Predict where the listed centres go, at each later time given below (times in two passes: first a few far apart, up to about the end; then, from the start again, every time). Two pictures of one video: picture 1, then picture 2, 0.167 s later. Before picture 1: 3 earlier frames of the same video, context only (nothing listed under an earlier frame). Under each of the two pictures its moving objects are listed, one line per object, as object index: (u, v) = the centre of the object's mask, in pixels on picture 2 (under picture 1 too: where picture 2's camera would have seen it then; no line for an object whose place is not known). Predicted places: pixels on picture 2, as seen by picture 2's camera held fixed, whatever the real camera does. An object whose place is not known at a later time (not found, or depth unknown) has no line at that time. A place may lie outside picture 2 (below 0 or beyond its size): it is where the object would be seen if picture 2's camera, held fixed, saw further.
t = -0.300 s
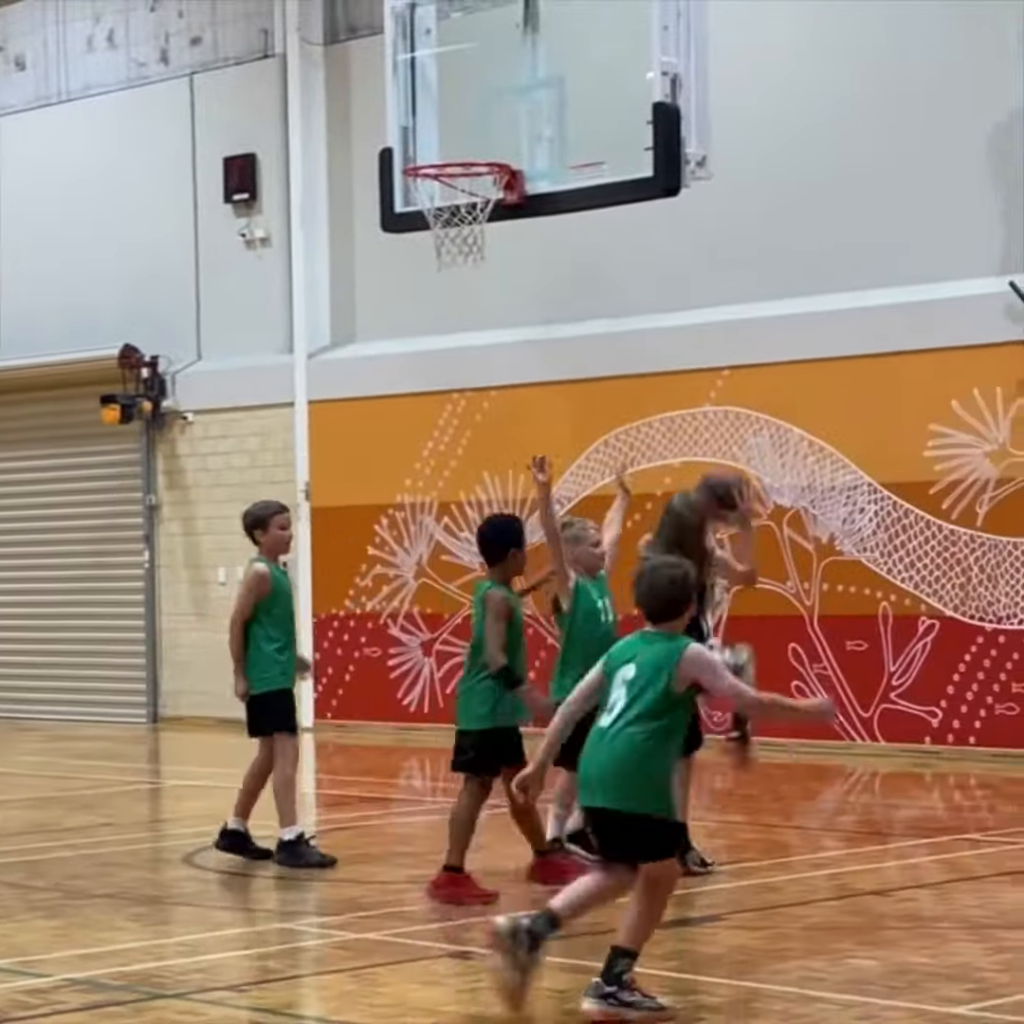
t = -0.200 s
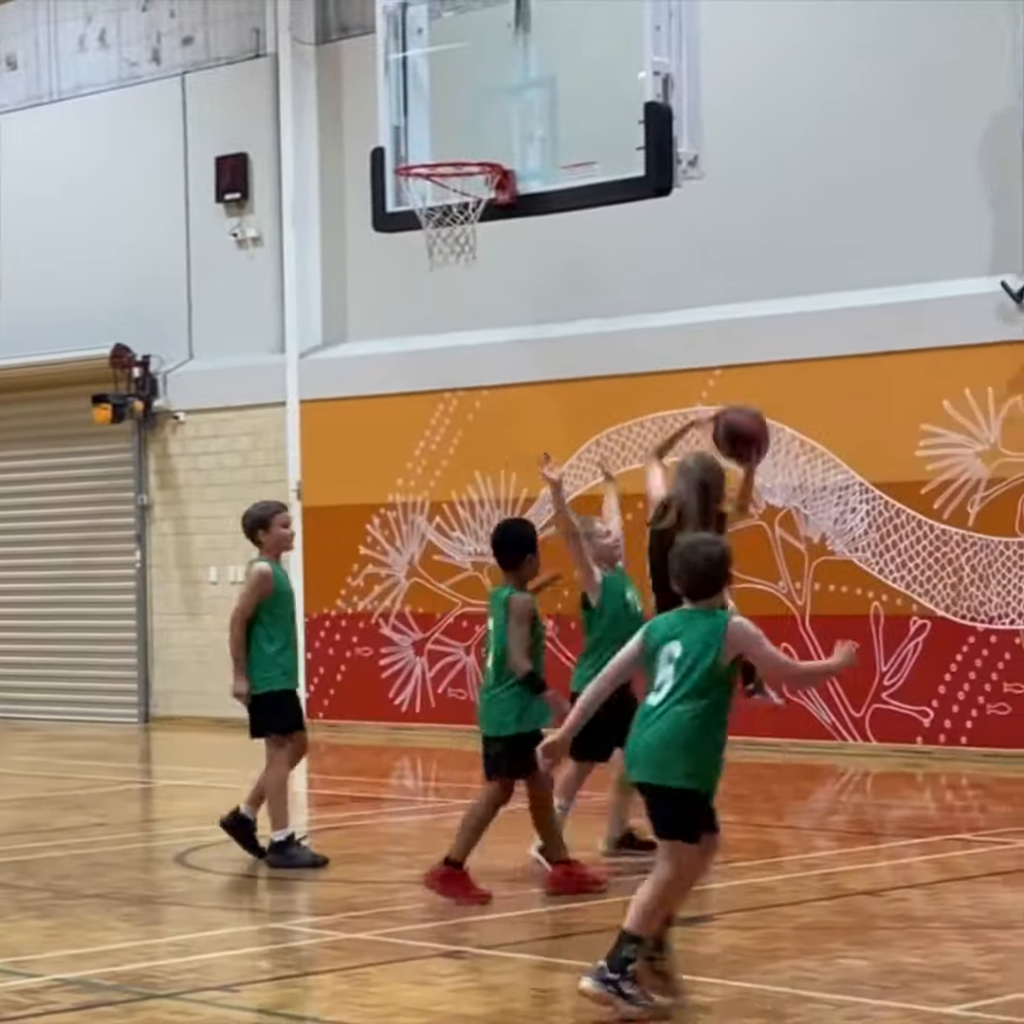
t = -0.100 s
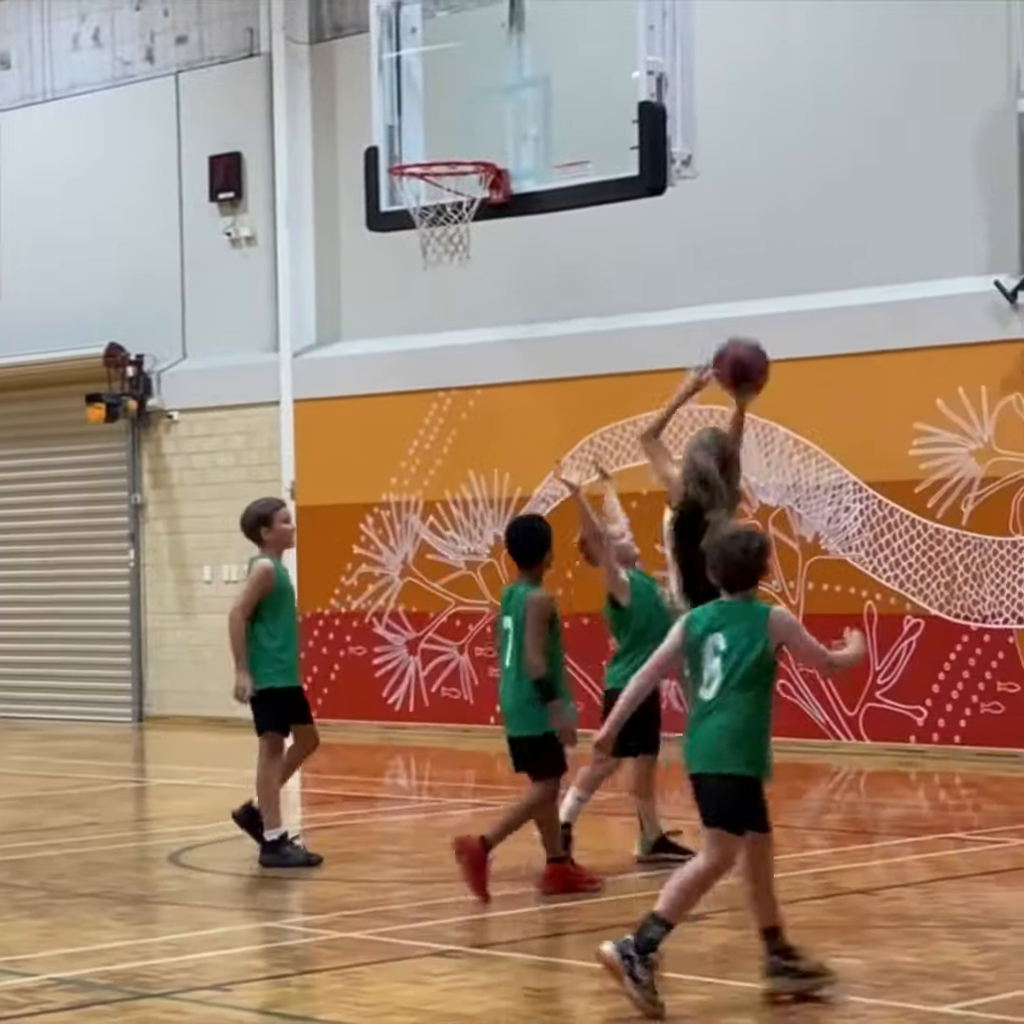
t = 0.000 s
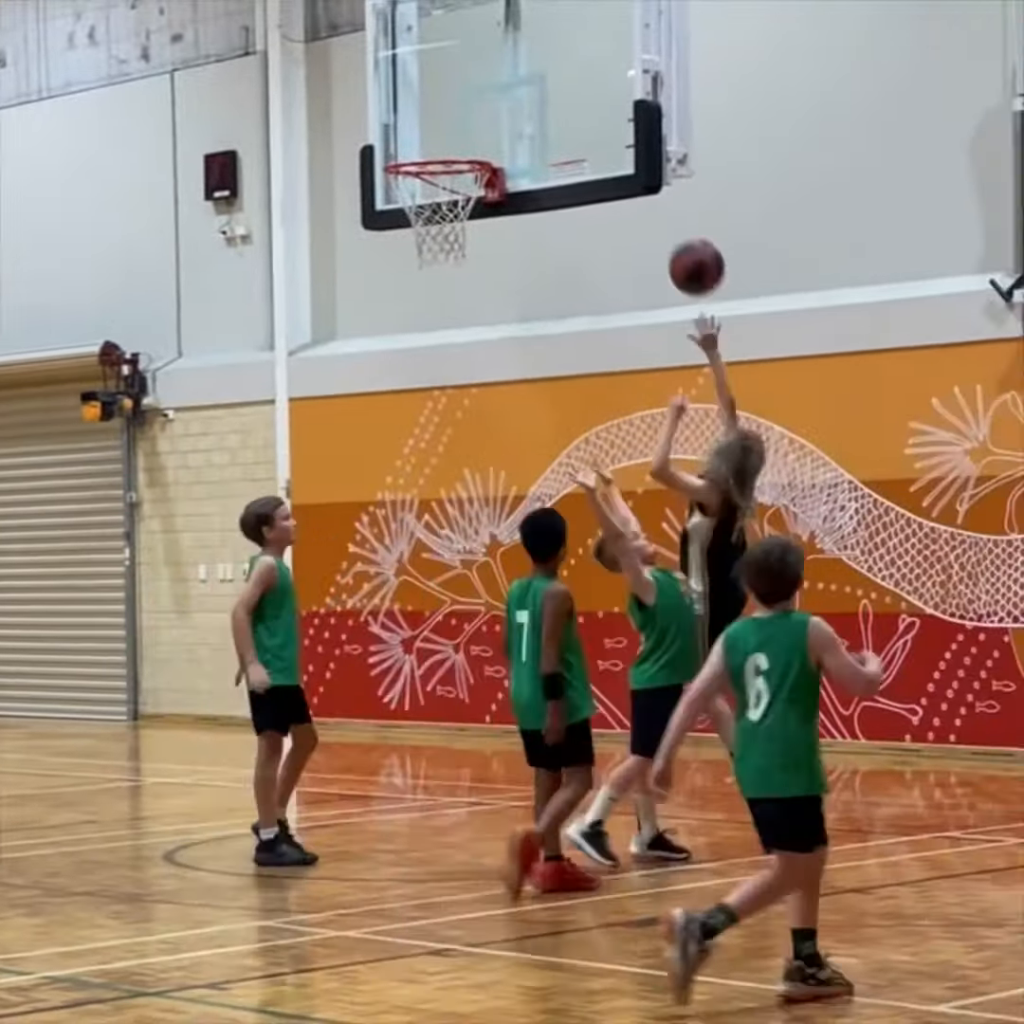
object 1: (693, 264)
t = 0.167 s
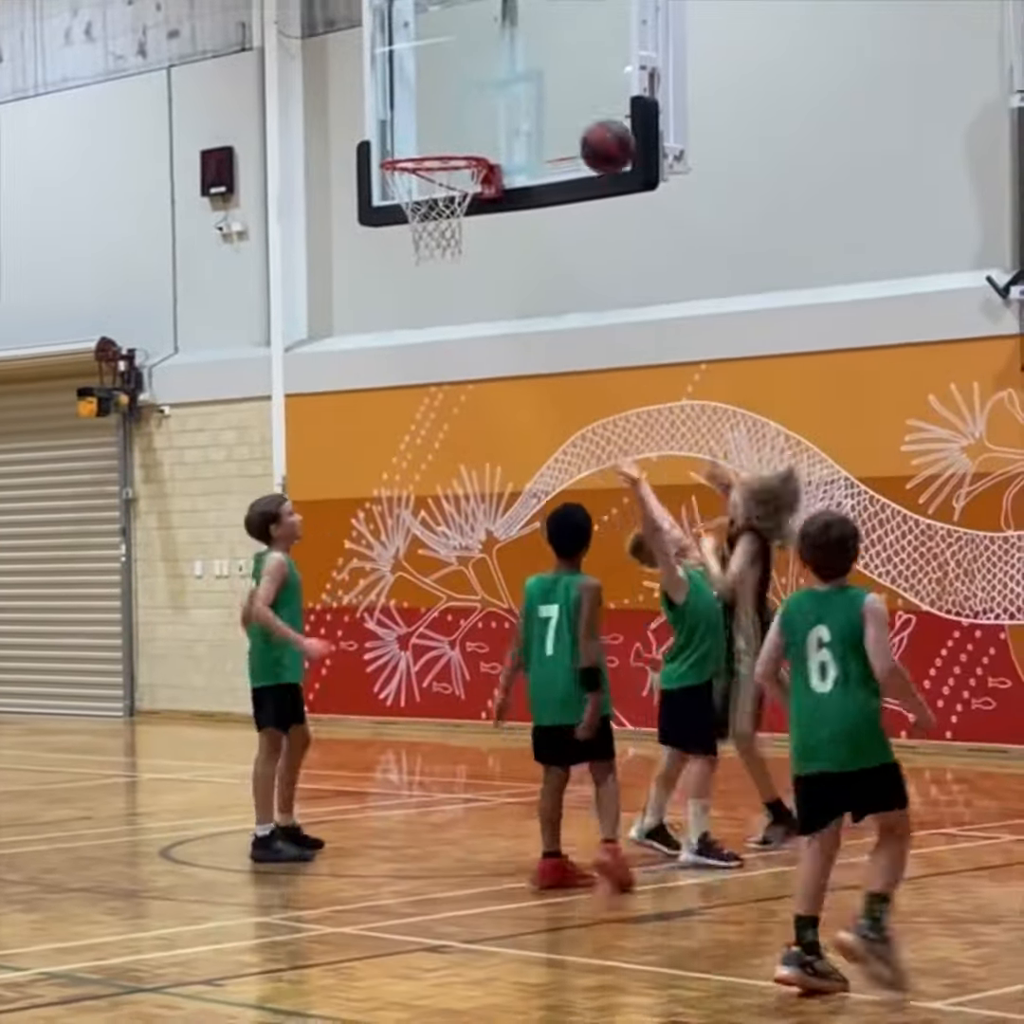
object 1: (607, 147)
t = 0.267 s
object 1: (559, 110)
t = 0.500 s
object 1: (450, 114)
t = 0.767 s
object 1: (462, 188)
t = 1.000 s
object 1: (426, 214)
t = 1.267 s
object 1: (438, 248)
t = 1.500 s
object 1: (475, 343)
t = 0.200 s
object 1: (591, 131)
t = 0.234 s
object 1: (575, 120)
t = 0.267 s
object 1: (559, 110)
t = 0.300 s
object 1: (543, 103)
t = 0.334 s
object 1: (527, 98)
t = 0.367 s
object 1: (511, 97)
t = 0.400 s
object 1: (496, 97)
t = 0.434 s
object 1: (480, 101)
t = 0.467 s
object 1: (465, 106)
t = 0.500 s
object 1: (450, 114)
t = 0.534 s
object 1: (436, 125)
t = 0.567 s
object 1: (421, 135)
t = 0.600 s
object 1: (407, 152)
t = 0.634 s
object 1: (417, 158)
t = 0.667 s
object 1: (434, 164)
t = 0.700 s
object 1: (451, 173)
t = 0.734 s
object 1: (459, 181)
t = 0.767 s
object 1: (462, 188)
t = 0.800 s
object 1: (458, 196)
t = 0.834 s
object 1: (458, 201)
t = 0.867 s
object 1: (453, 206)
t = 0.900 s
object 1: (446, 209)
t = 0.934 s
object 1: (441, 210)
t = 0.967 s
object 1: (433, 210)
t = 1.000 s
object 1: (426, 214)
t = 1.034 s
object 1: (422, 217)
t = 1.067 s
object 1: (421, 220)
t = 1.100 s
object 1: (415, 230)
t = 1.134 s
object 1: (419, 231)
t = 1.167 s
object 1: (421, 235)
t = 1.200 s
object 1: (426, 234)
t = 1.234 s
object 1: (432, 243)
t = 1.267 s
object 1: (438, 248)
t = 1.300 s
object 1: (443, 258)
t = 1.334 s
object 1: (449, 264)
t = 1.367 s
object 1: (454, 276)
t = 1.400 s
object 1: (459, 288)
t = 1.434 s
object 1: (464, 304)
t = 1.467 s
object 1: (469, 322)
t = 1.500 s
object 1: (475, 343)
